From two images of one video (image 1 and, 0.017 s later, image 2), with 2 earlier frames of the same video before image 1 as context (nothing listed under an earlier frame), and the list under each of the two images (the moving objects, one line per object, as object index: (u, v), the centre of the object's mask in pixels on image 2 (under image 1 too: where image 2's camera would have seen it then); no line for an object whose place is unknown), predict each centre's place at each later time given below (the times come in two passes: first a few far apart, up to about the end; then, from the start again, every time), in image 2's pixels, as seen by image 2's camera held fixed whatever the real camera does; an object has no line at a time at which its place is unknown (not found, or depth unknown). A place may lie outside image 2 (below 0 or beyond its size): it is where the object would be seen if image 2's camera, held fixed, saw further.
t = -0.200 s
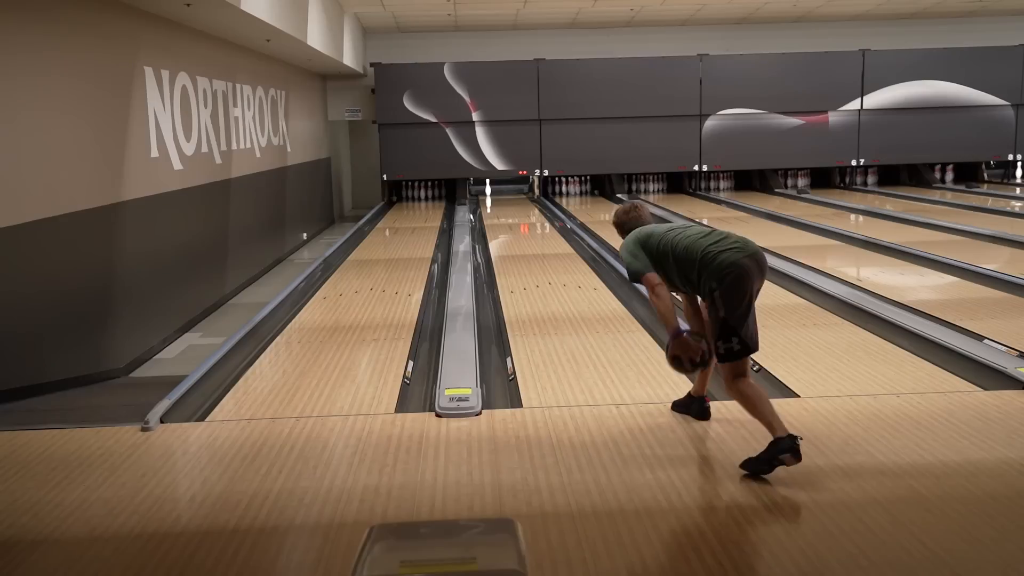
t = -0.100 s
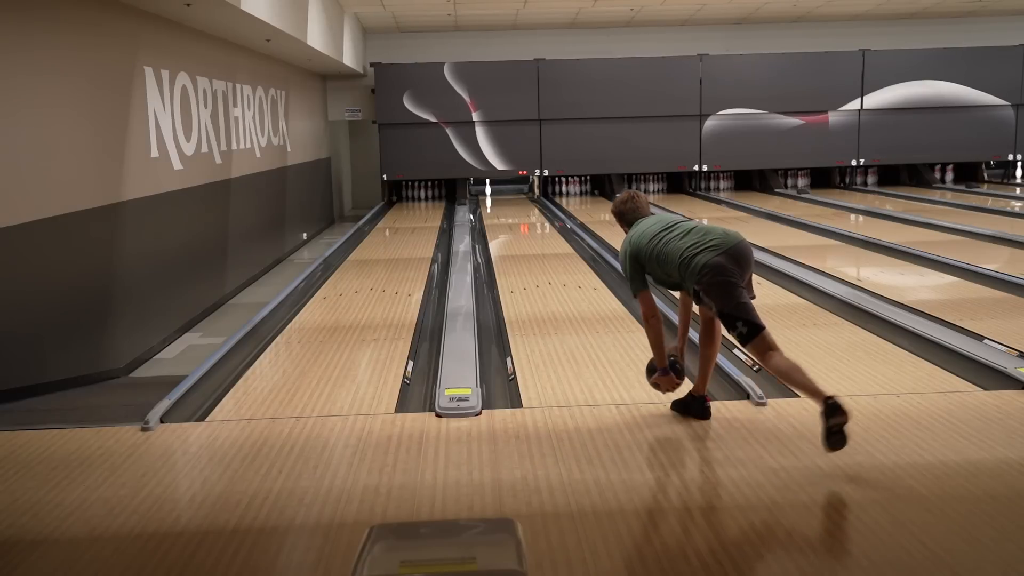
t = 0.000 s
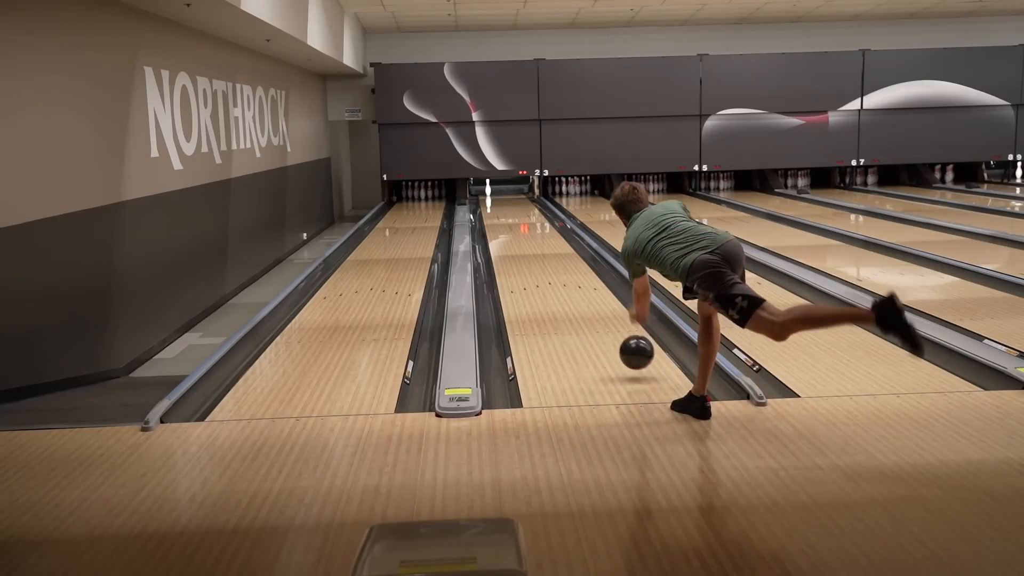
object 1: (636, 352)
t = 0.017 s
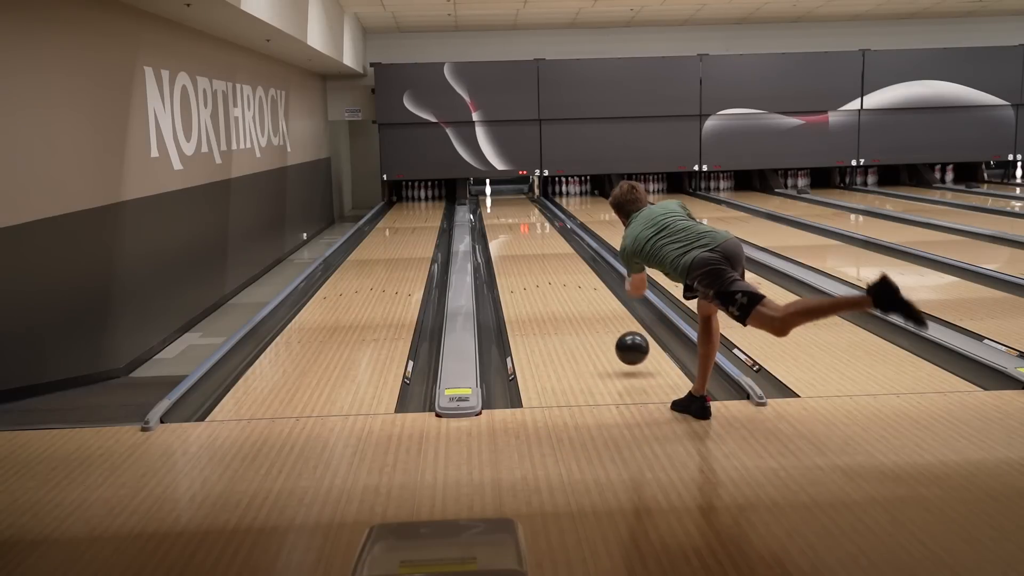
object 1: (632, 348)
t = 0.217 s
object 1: (591, 314)
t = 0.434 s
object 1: (561, 282)
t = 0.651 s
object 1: (540, 259)
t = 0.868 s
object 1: (525, 242)
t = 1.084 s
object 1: (513, 230)
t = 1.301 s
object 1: (504, 220)
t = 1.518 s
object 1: (497, 211)
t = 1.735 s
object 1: (492, 205)
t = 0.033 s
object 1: (628, 344)
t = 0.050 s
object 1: (624, 341)
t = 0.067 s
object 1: (620, 339)
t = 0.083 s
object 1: (616, 337)
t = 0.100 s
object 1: (612, 336)
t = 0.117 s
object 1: (609, 333)
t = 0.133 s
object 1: (606, 330)
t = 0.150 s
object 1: (602, 326)
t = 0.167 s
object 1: (599, 323)
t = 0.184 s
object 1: (596, 320)
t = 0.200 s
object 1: (593, 317)
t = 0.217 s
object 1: (591, 314)
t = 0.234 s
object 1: (588, 311)
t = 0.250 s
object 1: (585, 308)
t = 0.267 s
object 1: (583, 305)
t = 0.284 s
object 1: (580, 302)
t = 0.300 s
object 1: (578, 300)
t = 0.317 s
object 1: (575, 297)
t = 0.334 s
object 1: (573, 295)
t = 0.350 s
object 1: (571, 293)
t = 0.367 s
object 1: (569, 290)
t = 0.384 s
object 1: (567, 288)
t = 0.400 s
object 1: (565, 286)
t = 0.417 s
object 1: (563, 284)
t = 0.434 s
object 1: (561, 282)
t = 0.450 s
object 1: (559, 280)
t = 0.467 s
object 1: (557, 278)
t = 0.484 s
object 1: (555, 276)
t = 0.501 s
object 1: (554, 274)
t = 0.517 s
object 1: (552, 272)
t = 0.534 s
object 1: (550, 270)
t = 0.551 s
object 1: (549, 269)
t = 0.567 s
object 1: (547, 267)
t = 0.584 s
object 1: (546, 265)
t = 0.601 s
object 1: (544, 264)
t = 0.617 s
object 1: (543, 262)
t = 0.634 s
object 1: (541, 260)
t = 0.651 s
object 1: (540, 259)
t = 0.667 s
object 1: (539, 257)
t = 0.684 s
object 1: (538, 256)
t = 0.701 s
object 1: (536, 255)
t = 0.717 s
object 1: (535, 253)
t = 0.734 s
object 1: (534, 252)
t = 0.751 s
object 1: (533, 251)
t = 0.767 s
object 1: (531, 249)
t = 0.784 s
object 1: (530, 248)
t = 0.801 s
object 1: (529, 247)
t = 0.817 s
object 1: (528, 246)
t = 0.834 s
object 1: (527, 245)
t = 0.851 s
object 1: (526, 244)
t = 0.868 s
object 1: (525, 242)
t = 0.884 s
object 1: (524, 241)
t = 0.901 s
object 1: (523, 240)
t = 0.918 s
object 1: (522, 239)
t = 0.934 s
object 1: (521, 238)
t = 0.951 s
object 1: (520, 237)
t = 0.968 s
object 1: (519, 236)
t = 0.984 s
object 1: (518, 235)
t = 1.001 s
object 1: (518, 234)
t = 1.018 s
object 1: (517, 233)
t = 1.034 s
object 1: (516, 232)
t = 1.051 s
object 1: (515, 232)
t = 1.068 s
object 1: (514, 231)
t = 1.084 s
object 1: (513, 230)
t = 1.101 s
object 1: (513, 229)
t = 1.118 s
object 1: (512, 228)
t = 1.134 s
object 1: (511, 227)
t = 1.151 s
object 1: (510, 227)
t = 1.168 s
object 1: (510, 226)
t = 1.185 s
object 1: (509, 225)
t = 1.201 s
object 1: (508, 224)
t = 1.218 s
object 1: (507, 224)
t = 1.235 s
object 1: (507, 223)
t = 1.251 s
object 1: (506, 222)
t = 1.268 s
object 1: (506, 221)
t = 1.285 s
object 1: (505, 220)
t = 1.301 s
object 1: (504, 220)
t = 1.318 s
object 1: (504, 219)
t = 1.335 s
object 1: (503, 218)
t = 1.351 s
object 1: (503, 218)
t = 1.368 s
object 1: (502, 217)
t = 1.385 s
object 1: (501, 216)
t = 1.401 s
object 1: (501, 215)
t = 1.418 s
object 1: (500, 215)
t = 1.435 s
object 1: (500, 214)
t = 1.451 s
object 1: (499, 214)
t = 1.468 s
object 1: (499, 213)
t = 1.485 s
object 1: (498, 212)
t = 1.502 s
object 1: (498, 212)
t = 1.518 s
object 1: (497, 211)
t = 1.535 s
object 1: (497, 211)
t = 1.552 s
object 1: (496, 210)
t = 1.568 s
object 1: (496, 210)
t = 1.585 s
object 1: (495, 209)
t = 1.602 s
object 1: (495, 209)
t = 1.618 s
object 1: (495, 208)
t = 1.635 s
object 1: (494, 207)
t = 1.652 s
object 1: (494, 207)
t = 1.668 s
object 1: (493, 207)
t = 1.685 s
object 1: (493, 206)
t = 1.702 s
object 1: (493, 206)
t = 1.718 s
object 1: (492, 205)
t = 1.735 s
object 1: (492, 205)
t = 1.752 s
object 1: (492, 204)
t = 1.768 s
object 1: (491, 203)
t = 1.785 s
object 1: (491, 203)
